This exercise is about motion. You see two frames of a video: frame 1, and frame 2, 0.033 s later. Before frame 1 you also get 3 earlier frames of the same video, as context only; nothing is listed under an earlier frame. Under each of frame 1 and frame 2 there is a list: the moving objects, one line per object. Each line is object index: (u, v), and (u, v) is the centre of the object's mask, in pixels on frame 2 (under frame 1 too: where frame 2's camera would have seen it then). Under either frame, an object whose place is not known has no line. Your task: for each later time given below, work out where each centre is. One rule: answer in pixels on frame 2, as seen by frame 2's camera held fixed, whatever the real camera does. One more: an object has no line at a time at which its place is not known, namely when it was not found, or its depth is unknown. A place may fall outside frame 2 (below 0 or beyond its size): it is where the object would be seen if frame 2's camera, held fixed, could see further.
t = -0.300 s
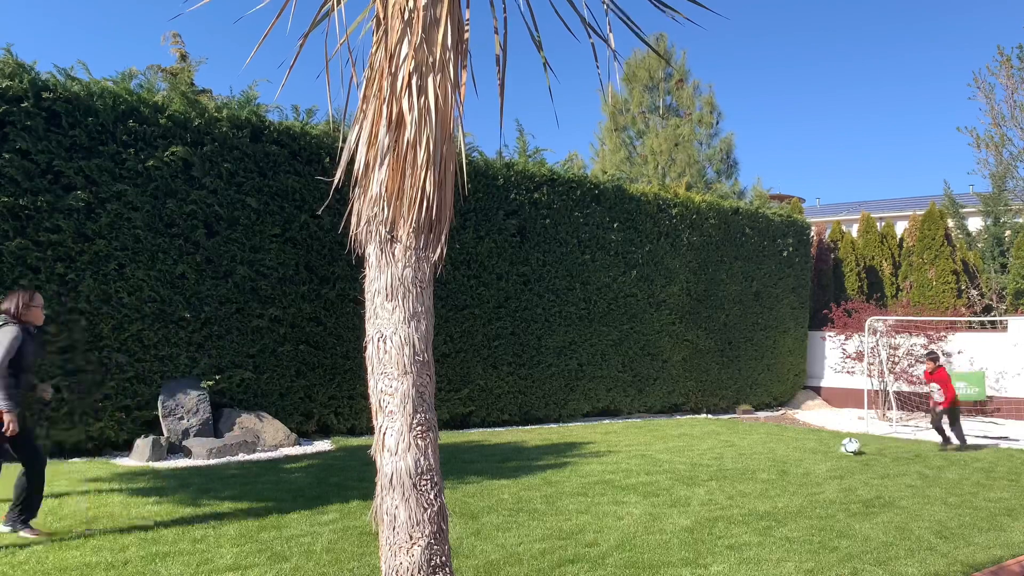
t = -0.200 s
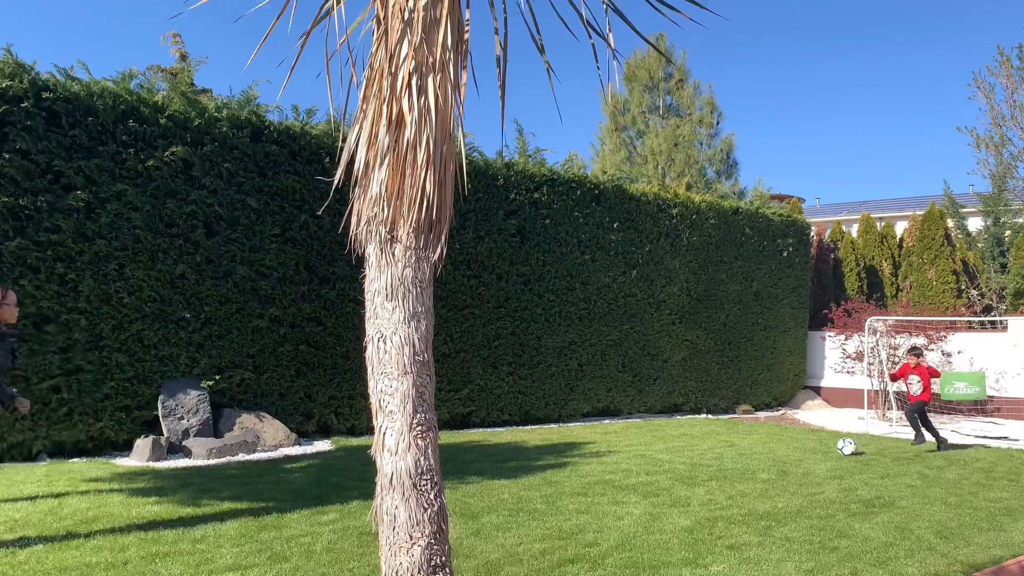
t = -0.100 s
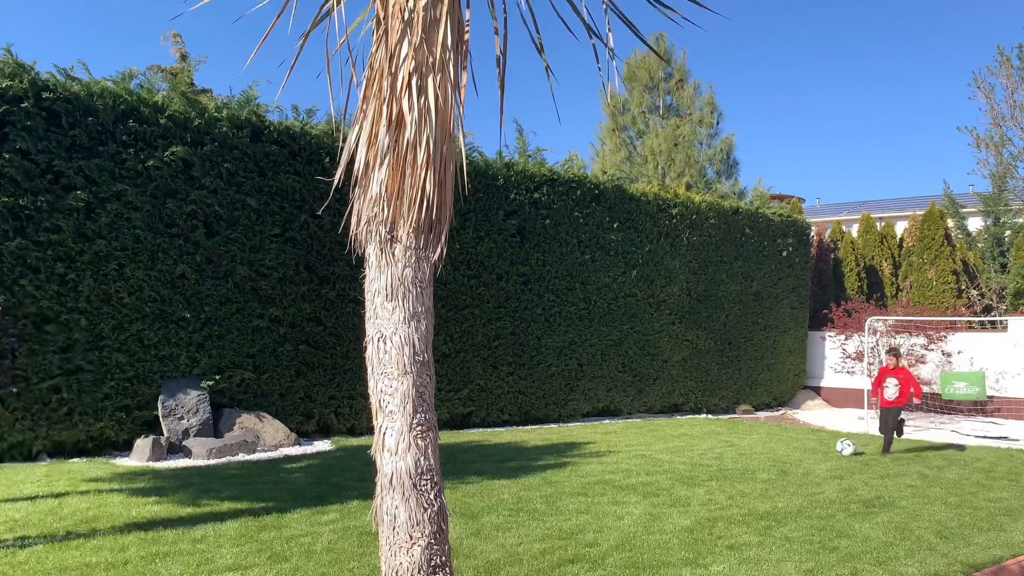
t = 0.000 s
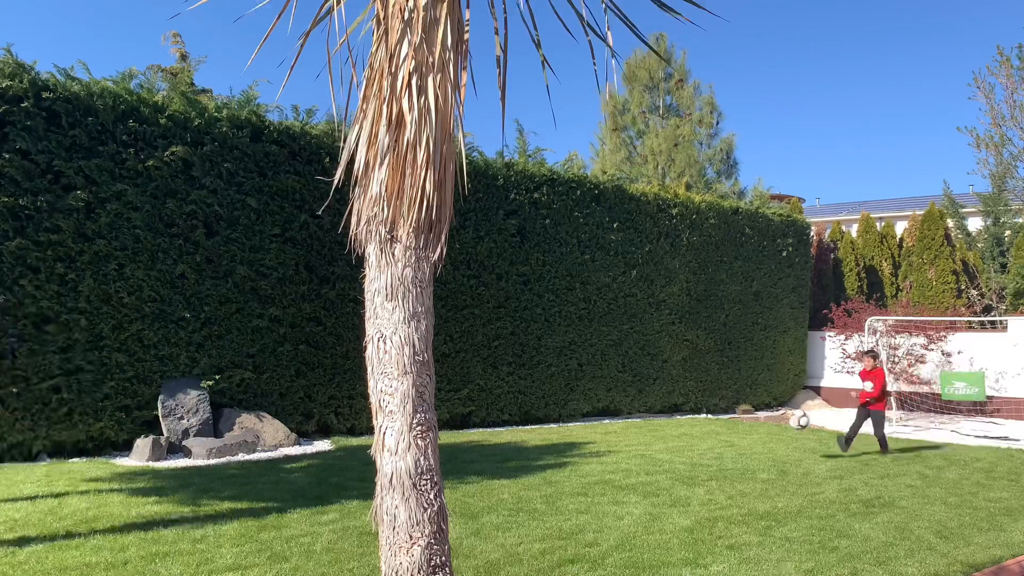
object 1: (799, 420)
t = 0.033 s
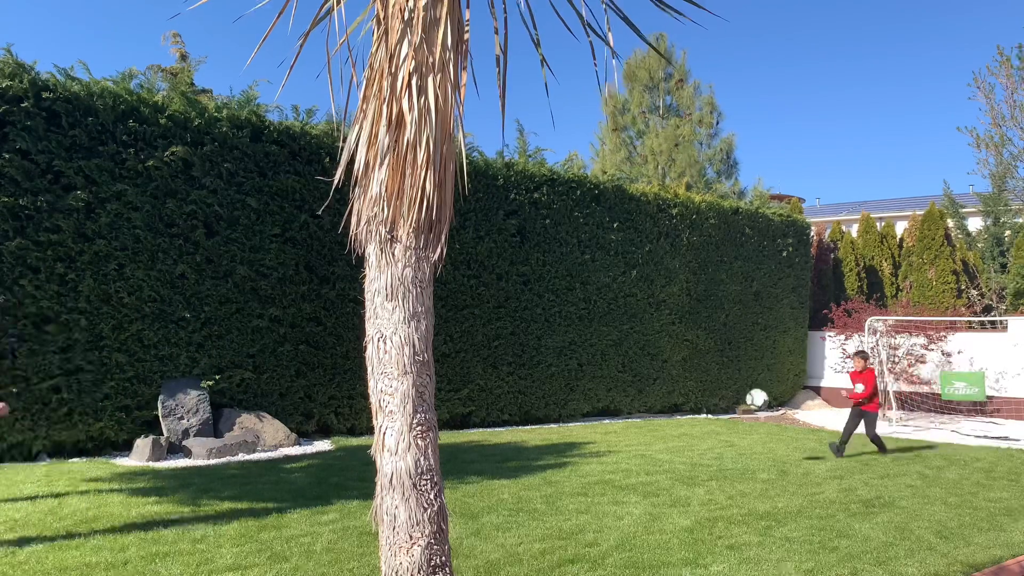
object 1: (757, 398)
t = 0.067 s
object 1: (711, 381)
